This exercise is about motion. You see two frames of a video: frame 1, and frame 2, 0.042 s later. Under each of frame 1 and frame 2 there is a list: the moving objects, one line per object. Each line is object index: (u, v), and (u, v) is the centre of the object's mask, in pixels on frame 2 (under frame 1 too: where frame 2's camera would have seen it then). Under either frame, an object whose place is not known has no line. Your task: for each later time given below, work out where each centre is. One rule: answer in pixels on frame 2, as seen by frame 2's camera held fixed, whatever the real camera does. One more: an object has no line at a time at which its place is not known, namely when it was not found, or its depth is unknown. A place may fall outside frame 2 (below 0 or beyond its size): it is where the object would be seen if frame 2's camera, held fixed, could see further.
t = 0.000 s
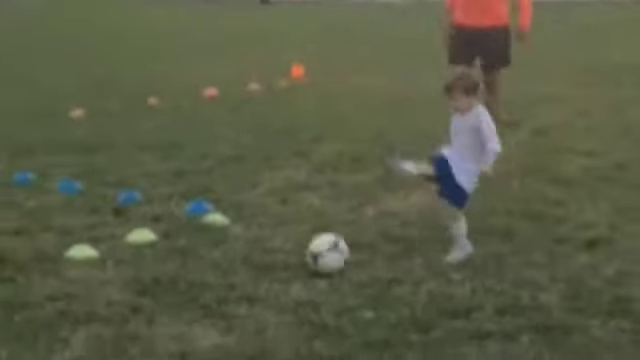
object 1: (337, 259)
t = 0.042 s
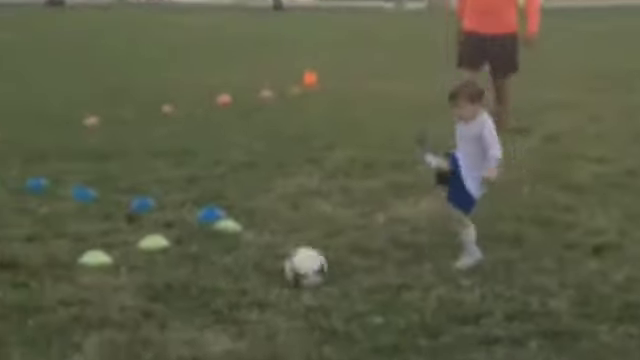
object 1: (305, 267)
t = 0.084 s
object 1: (268, 265)
